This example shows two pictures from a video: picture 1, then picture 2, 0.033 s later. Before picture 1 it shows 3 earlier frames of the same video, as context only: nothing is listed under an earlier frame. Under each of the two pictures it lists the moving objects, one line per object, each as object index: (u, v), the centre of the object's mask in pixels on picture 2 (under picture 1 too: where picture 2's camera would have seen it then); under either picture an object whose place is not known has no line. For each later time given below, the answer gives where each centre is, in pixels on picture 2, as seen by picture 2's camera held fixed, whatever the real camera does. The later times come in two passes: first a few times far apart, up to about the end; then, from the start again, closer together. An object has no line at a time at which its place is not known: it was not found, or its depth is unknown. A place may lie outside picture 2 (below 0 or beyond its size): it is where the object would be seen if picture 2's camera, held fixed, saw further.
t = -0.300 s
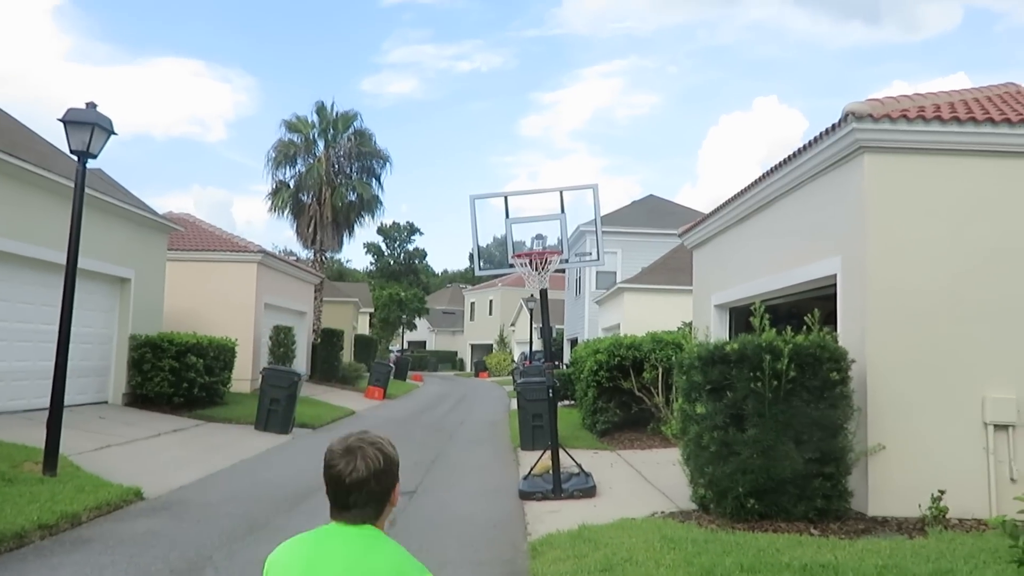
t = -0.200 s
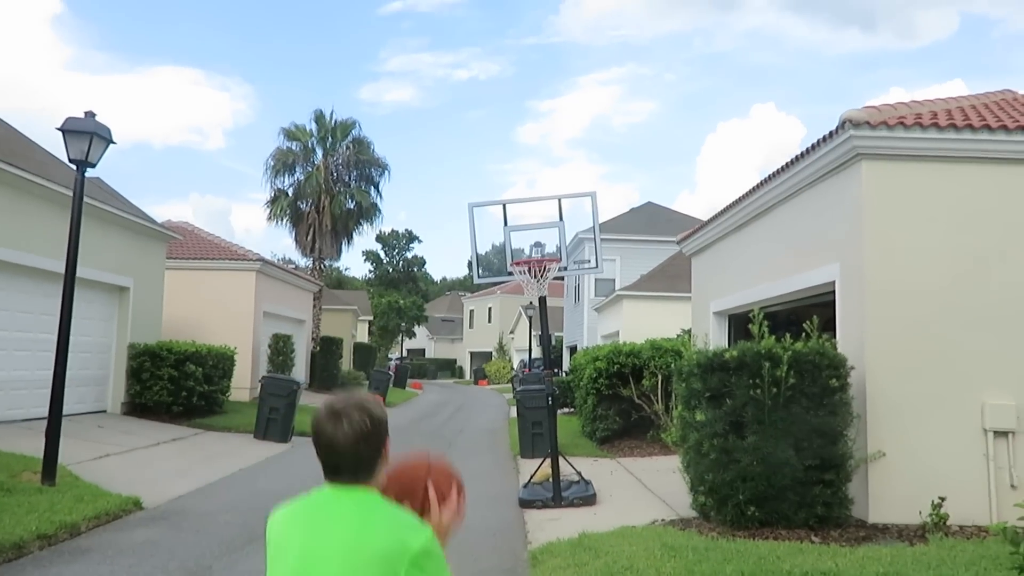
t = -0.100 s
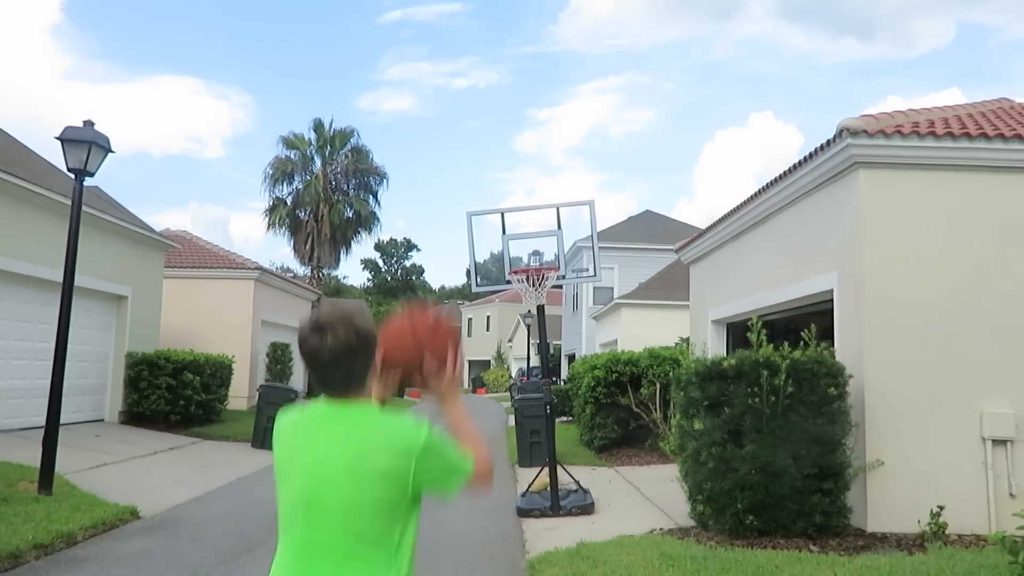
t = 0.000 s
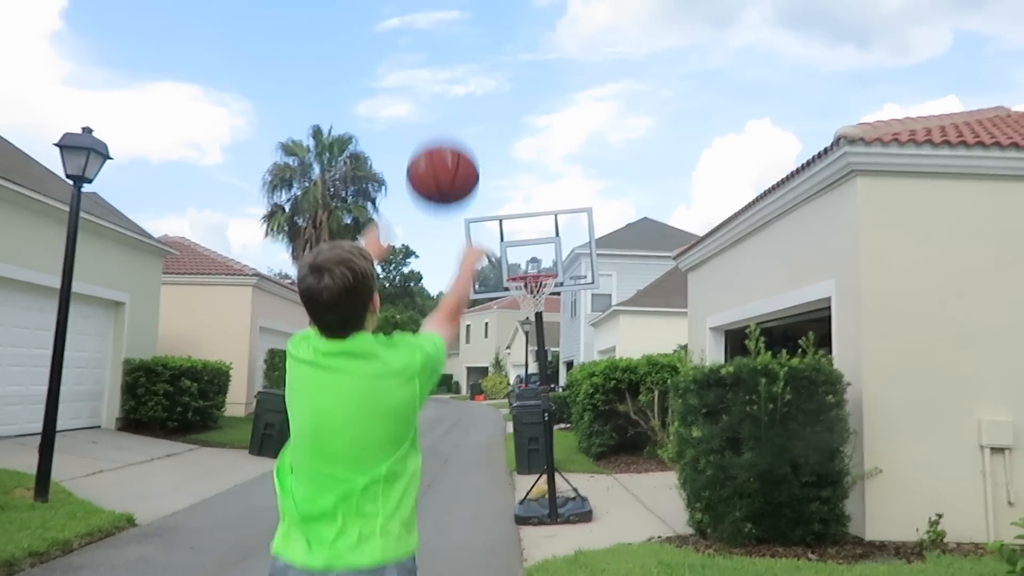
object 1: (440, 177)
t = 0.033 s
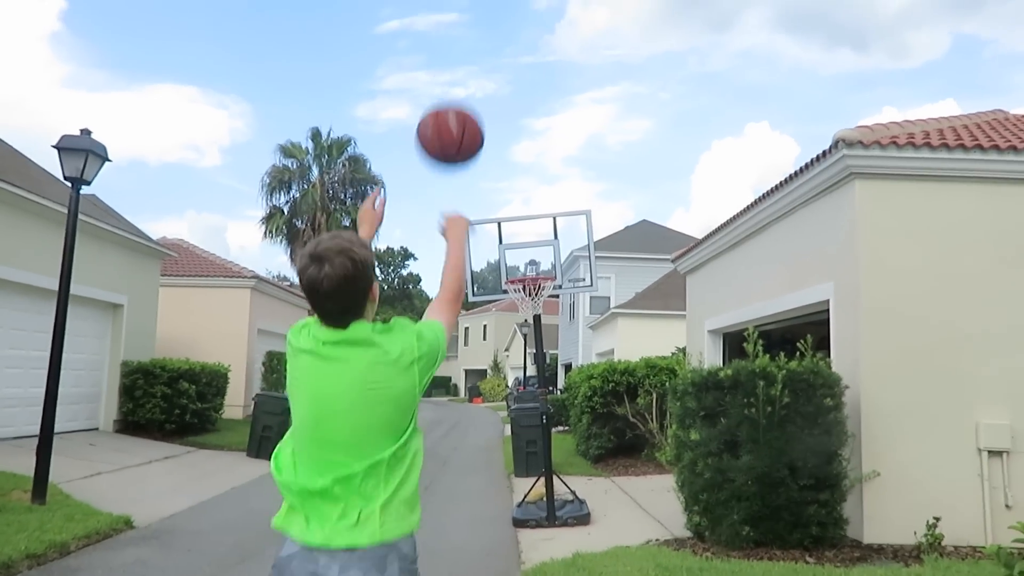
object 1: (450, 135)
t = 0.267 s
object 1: (491, 2)
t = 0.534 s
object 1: (513, 9)
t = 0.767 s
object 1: (525, 82)
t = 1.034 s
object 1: (532, 207)
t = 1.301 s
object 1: (526, 298)
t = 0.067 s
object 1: (458, 101)
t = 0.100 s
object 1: (465, 73)
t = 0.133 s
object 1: (470, 50)
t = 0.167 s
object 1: (476, 32)
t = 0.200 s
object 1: (482, 17)
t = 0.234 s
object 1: (487, 7)
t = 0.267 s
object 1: (491, 2)
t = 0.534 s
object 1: (513, 9)
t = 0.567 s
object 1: (515, 16)
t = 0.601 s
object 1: (518, 25)
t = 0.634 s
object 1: (519, 35)
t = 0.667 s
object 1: (521, 45)
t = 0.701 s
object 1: (522, 57)
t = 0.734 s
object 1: (524, 69)
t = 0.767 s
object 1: (525, 82)
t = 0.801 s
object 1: (526, 96)
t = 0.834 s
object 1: (527, 110)
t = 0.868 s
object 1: (528, 125)
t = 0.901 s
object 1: (529, 140)
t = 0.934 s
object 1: (530, 157)
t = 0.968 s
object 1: (531, 173)
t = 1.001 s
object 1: (532, 189)
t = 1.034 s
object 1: (532, 207)
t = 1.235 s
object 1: (527, 290)
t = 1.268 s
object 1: (527, 297)
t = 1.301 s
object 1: (526, 298)
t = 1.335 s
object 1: (524, 297)
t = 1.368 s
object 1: (526, 300)
